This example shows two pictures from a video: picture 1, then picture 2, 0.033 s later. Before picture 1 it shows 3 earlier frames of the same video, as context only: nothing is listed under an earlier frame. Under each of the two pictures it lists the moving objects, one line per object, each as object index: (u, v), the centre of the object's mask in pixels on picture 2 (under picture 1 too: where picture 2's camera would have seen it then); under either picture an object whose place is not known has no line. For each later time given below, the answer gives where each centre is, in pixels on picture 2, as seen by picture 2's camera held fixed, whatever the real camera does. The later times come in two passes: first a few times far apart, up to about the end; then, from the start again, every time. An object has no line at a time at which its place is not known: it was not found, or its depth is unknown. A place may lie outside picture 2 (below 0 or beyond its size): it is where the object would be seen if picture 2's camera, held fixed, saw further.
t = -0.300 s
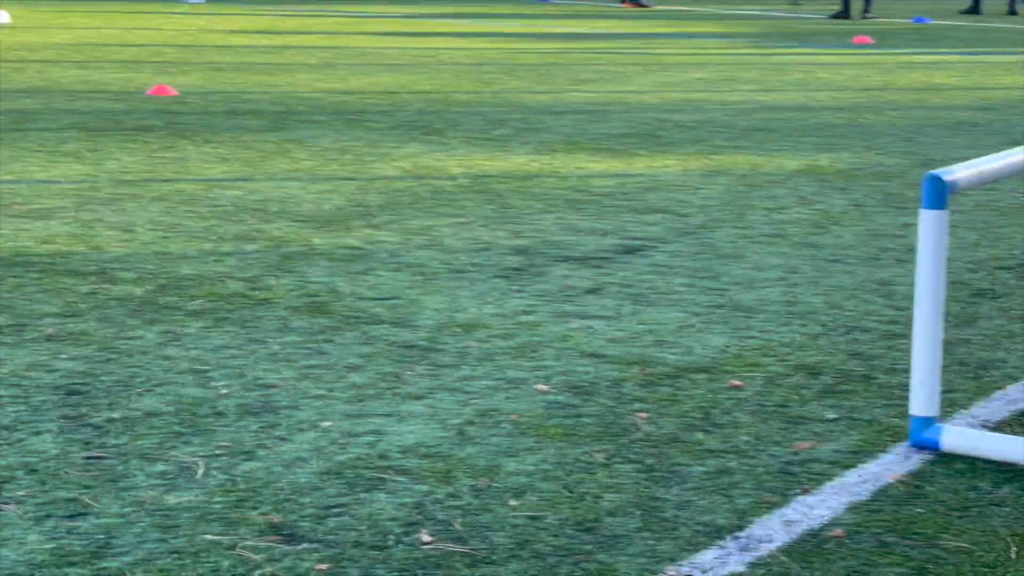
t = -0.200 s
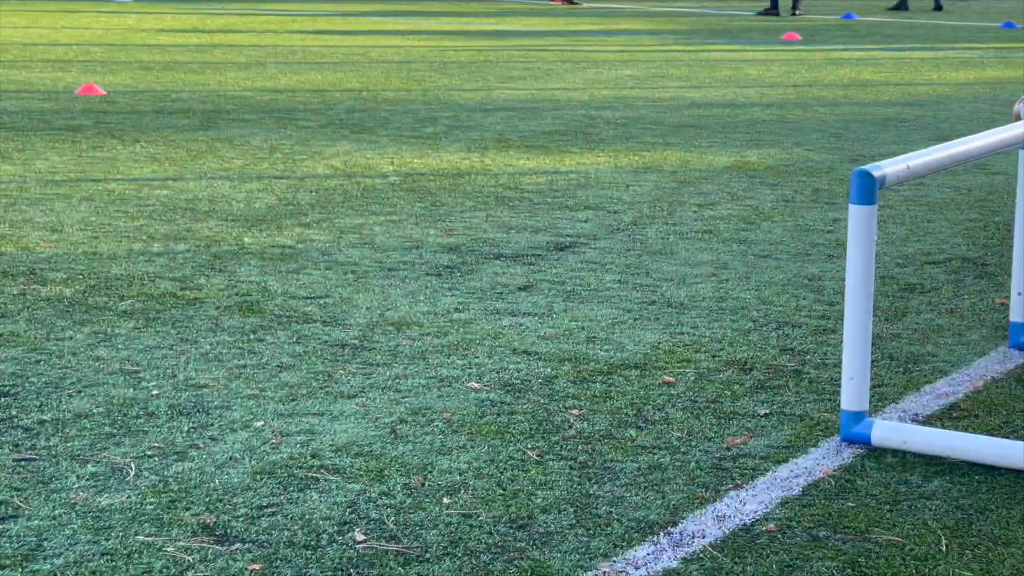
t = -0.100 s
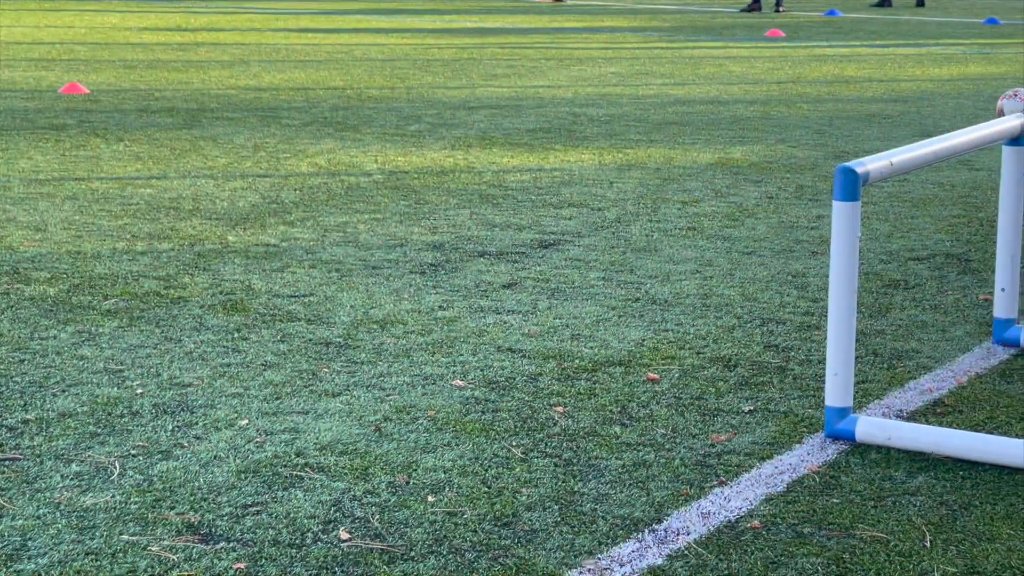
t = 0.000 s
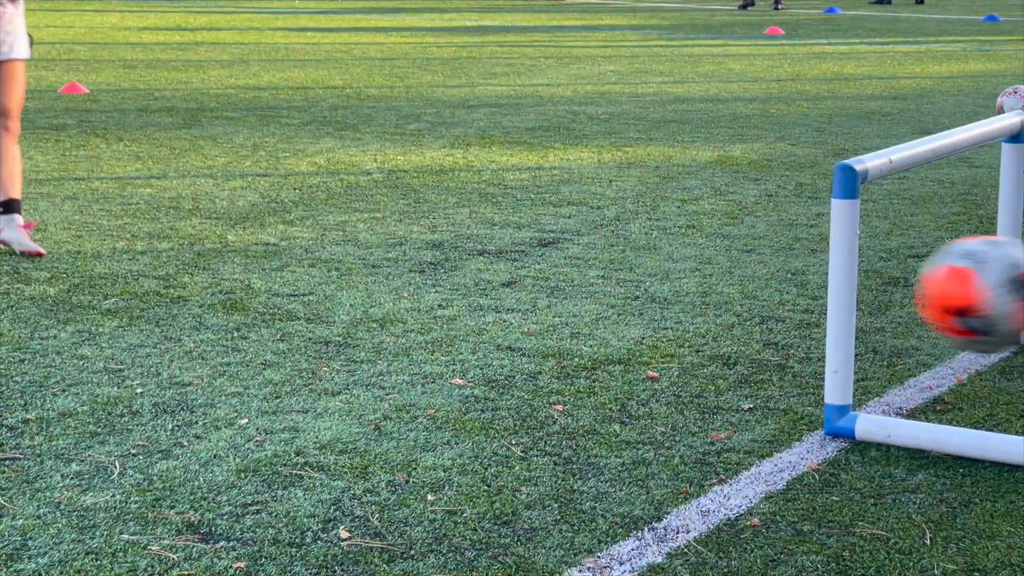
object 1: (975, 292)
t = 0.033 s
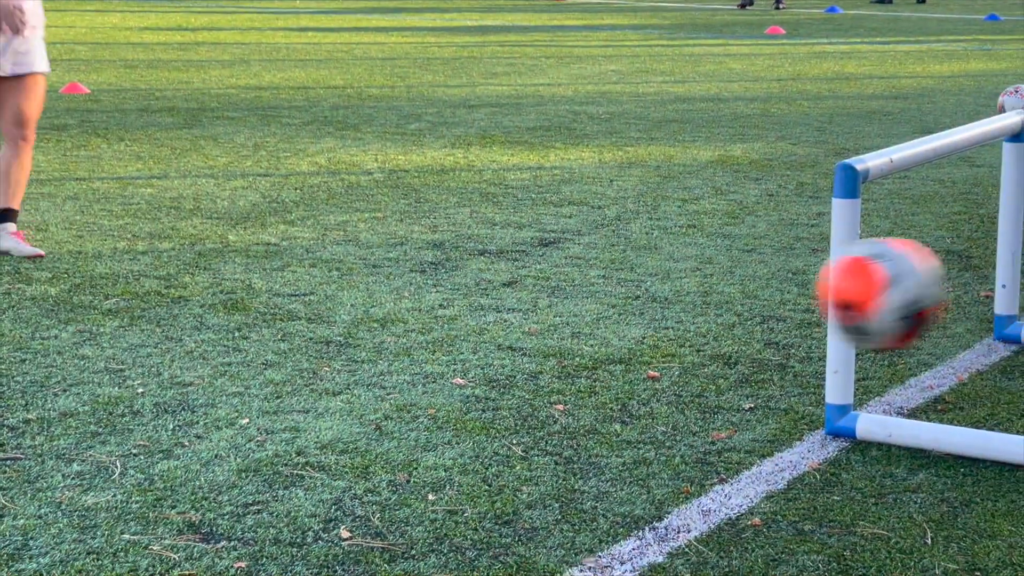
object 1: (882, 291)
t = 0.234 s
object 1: (361, 398)
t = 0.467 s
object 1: (64, 303)
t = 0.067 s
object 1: (780, 298)
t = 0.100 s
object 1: (691, 309)
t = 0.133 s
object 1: (602, 325)
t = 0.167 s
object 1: (518, 344)
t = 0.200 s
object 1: (439, 370)
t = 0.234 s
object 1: (361, 398)
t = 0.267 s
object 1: (287, 430)
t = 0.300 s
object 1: (239, 414)
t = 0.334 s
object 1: (204, 384)
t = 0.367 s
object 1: (169, 357)
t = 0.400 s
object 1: (133, 334)
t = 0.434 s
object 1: (98, 316)
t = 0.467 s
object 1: (64, 303)
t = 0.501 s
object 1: (29, 296)
